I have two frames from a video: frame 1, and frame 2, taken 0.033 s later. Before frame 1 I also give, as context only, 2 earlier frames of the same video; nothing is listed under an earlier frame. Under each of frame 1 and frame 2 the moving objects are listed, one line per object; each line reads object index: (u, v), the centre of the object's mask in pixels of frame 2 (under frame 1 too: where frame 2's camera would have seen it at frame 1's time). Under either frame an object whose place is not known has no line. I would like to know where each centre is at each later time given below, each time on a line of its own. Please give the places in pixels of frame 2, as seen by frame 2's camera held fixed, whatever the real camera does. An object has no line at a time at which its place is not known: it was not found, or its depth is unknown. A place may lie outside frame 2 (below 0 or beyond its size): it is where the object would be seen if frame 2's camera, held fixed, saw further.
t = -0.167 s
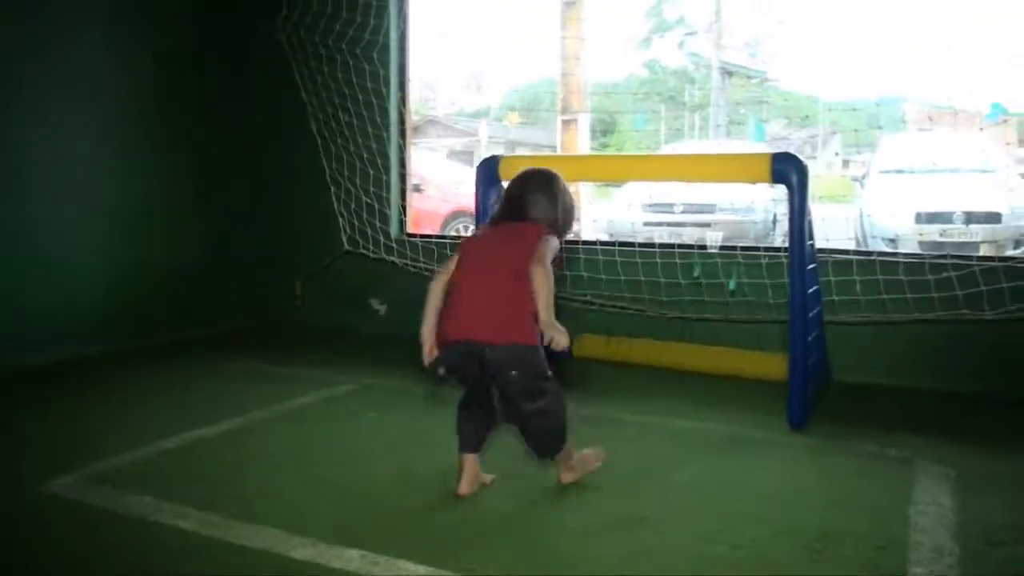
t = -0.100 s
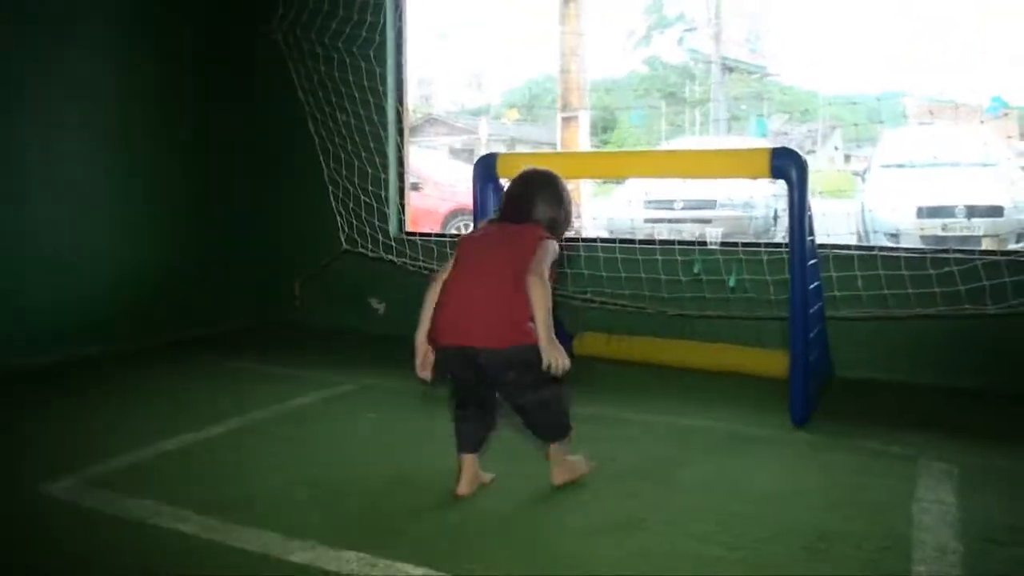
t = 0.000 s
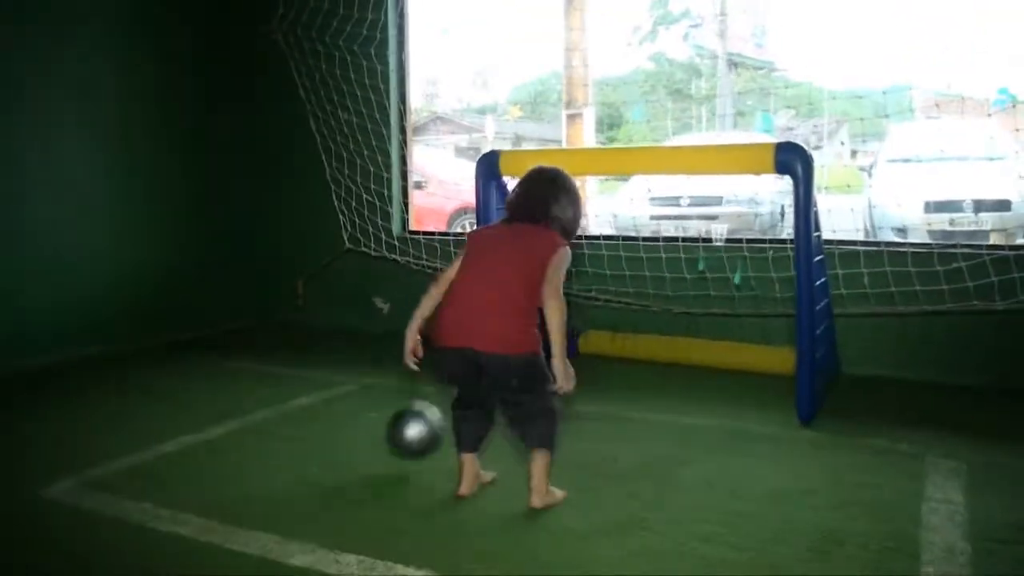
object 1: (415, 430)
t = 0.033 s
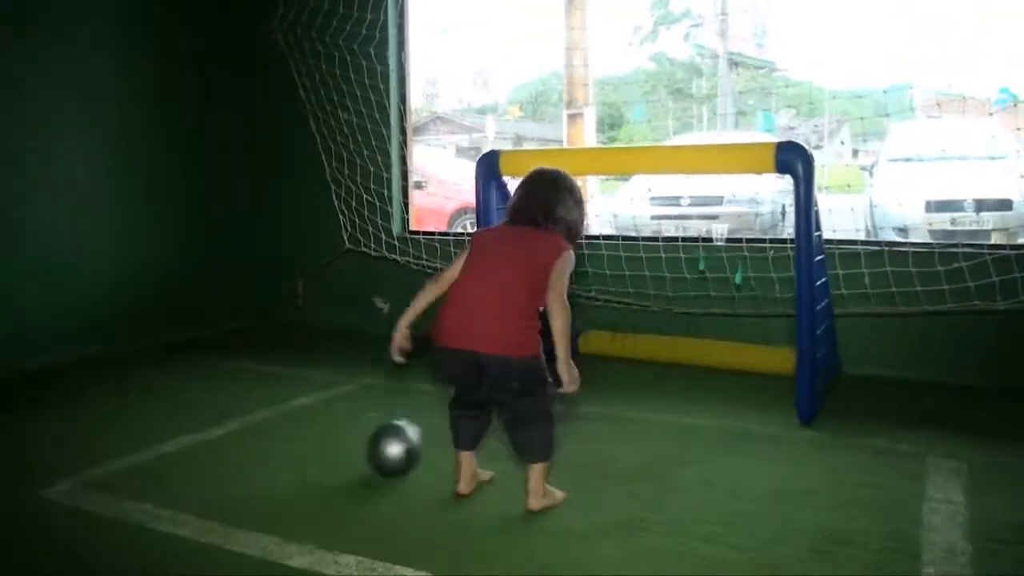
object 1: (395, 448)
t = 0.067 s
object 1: (375, 440)
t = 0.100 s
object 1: (353, 435)
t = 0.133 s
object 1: (333, 433)
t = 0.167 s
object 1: (311, 436)
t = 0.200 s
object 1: (291, 444)
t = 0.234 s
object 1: (272, 454)
